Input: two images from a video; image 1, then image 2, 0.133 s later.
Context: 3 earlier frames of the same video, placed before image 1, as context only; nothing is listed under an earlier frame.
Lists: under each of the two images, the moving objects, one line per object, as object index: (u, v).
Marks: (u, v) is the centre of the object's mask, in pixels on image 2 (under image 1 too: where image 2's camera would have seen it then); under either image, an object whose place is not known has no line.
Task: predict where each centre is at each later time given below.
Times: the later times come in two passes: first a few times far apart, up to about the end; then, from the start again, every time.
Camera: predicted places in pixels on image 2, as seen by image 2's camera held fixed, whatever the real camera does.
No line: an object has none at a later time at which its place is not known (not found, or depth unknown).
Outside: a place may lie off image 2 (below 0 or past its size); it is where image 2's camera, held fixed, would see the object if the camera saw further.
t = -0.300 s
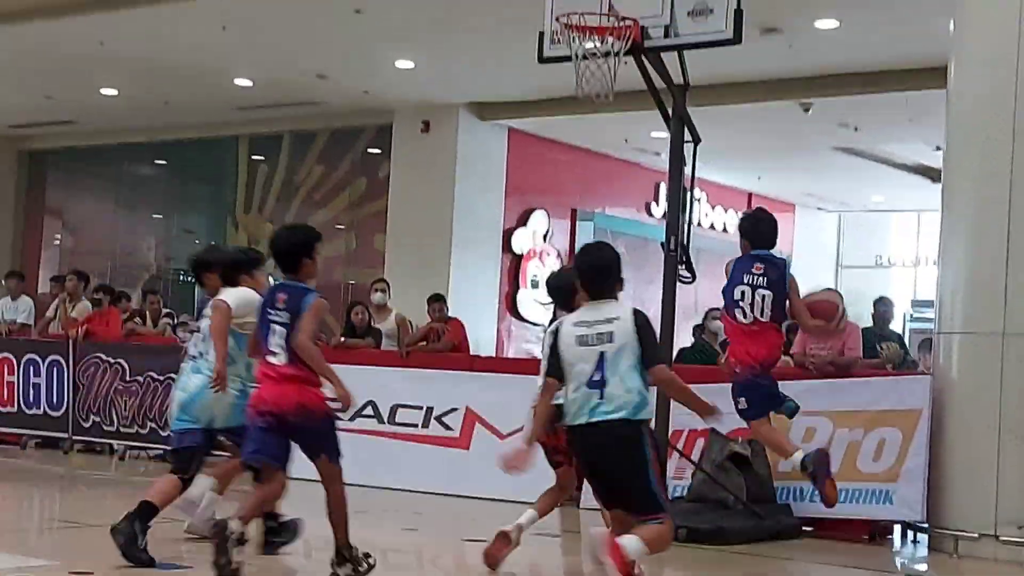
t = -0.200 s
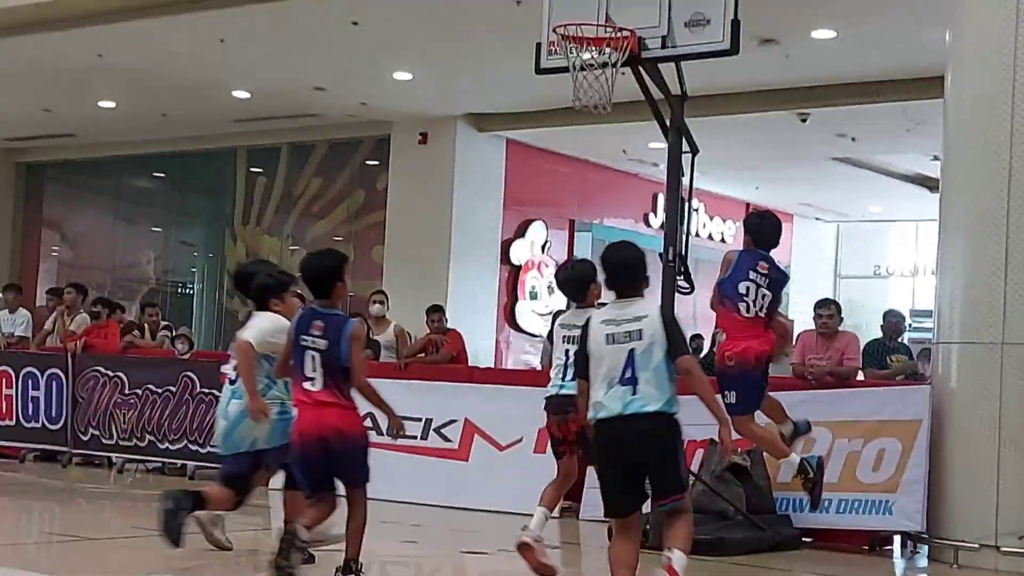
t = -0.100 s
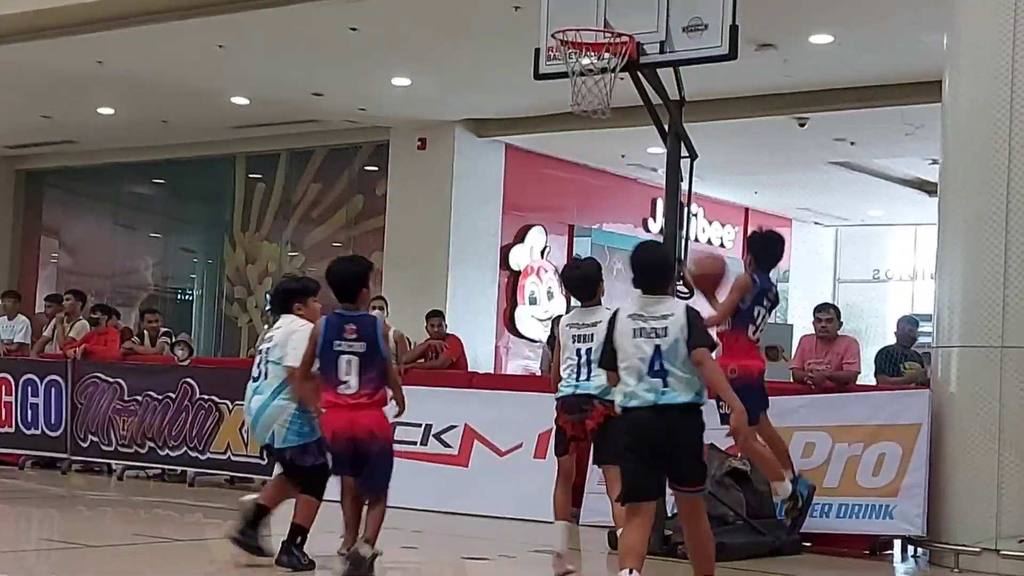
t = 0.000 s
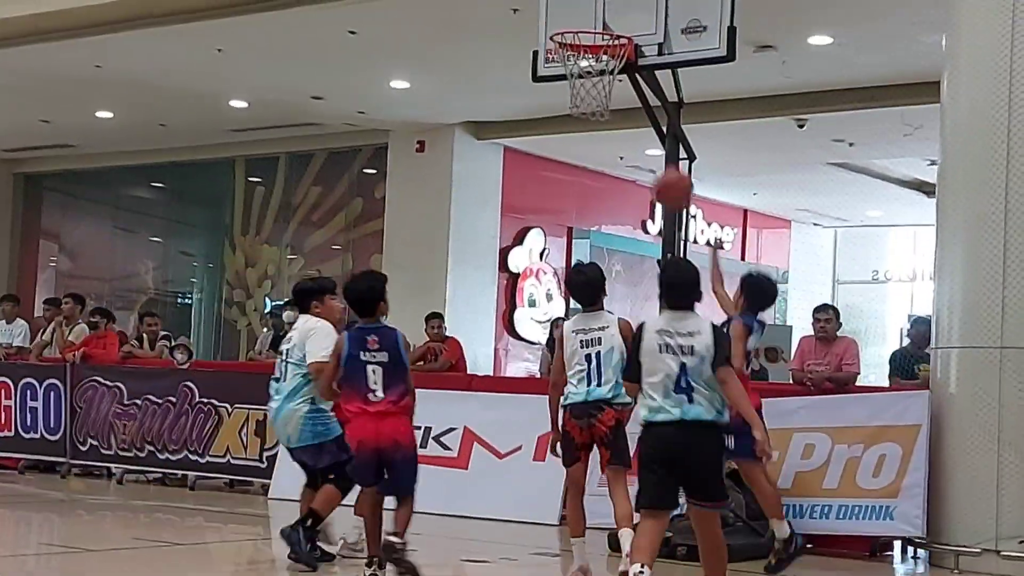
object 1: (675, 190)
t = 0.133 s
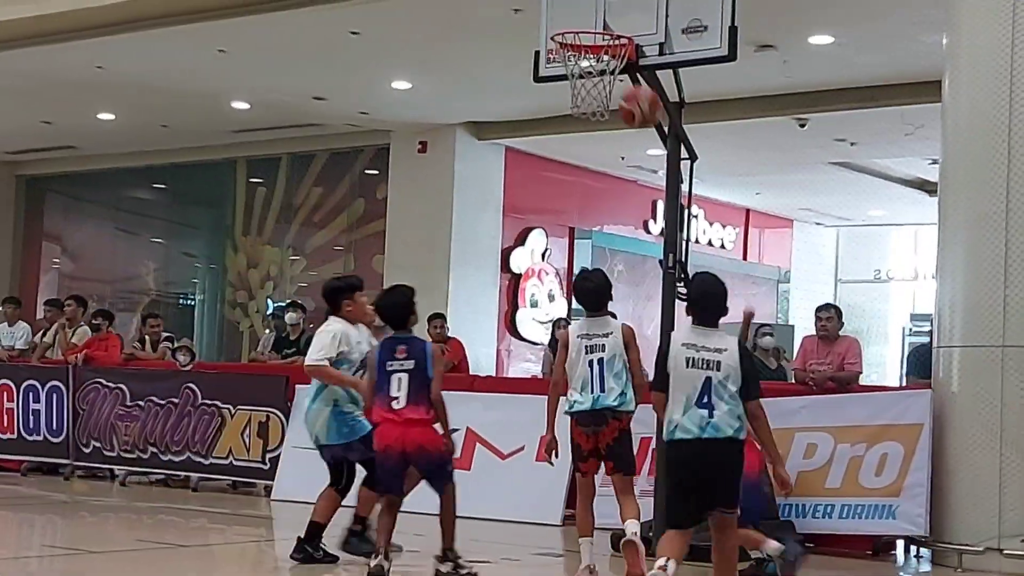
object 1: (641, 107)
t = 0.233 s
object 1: (618, 63)
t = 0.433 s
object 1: (602, 52)
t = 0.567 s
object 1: (595, 71)
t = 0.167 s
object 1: (631, 92)
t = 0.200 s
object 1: (624, 79)
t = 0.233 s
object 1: (618, 63)
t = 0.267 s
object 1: (614, 57)
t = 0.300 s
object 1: (610, 53)
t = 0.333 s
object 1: (608, 51)
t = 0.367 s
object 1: (608, 53)
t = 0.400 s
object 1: (605, 51)
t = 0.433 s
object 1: (602, 52)
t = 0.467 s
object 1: (600, 54)
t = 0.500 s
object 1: (598, 59)
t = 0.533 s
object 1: (597, 64)
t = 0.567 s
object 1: (595, 71)
